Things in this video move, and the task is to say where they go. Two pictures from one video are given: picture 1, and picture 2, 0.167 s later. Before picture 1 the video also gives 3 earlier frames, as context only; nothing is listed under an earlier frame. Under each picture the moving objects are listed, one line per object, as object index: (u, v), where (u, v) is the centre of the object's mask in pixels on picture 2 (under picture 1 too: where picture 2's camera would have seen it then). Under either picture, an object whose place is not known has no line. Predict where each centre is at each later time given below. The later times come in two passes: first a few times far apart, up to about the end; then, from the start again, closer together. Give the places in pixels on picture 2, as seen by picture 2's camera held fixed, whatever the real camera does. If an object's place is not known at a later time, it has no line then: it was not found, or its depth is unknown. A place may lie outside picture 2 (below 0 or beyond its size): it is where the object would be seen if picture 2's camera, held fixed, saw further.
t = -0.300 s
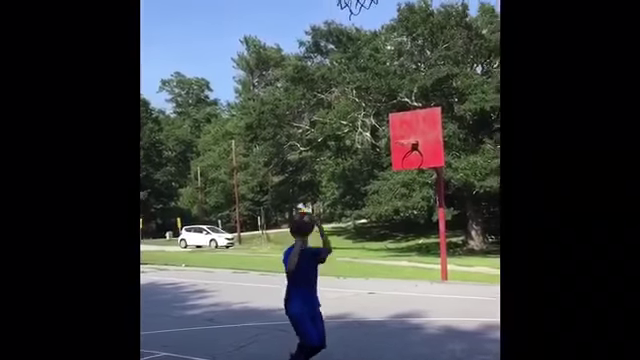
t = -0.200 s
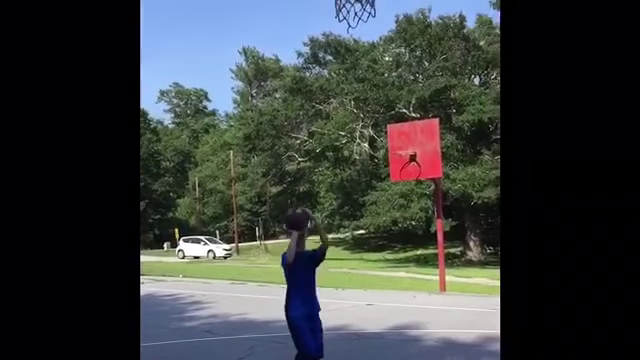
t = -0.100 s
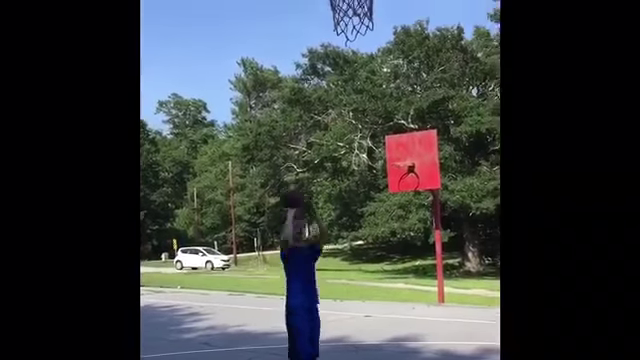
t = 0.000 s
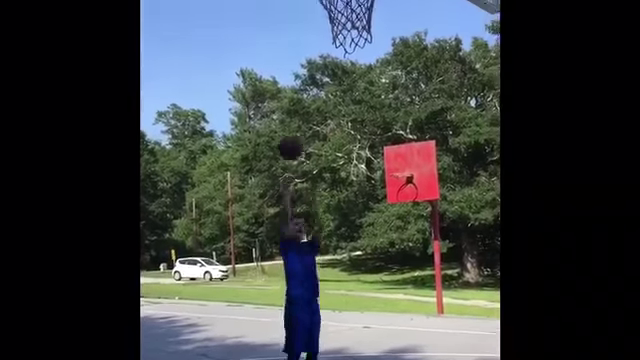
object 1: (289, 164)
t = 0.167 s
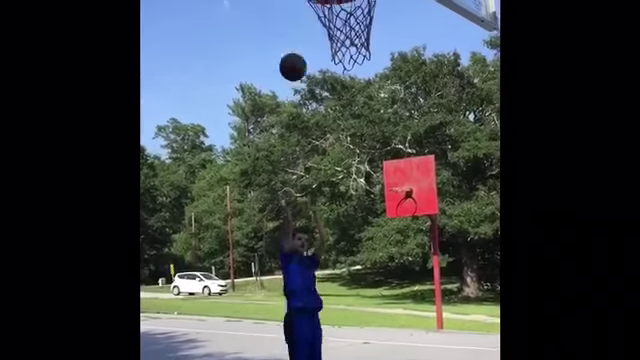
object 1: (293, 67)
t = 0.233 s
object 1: (295, 34)
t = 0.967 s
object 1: (352, 18)
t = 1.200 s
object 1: (341, 45)
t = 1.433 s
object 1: (334, 148)
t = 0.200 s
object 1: (294, 50)
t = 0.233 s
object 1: (295, 34)
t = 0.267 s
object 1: (296, 19)
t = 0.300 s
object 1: (297, 6)
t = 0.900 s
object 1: (344, 3)
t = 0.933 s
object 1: (350, 13)
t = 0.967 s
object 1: (352, 18)
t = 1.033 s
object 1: (350, 22)
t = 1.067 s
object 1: (348, 24)
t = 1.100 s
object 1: (346, 27)
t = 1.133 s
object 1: (345, 32)
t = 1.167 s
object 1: (343, 38)
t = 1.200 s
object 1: (341, 45)
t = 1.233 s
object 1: (340, 55)
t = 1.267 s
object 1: (338, 64)
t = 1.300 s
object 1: (337, 76)
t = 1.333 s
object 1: (336, 91)
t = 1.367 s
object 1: (336, 107)
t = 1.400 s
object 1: (334, 126)
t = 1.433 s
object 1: (334, 148)
